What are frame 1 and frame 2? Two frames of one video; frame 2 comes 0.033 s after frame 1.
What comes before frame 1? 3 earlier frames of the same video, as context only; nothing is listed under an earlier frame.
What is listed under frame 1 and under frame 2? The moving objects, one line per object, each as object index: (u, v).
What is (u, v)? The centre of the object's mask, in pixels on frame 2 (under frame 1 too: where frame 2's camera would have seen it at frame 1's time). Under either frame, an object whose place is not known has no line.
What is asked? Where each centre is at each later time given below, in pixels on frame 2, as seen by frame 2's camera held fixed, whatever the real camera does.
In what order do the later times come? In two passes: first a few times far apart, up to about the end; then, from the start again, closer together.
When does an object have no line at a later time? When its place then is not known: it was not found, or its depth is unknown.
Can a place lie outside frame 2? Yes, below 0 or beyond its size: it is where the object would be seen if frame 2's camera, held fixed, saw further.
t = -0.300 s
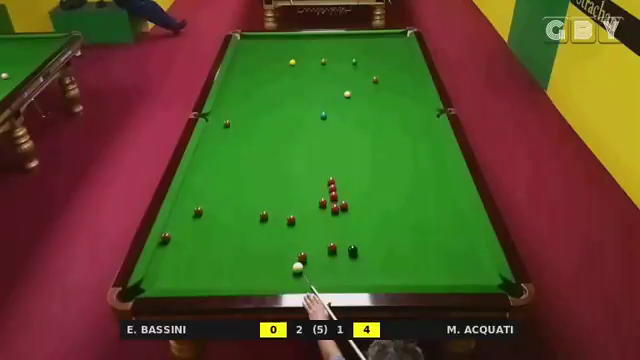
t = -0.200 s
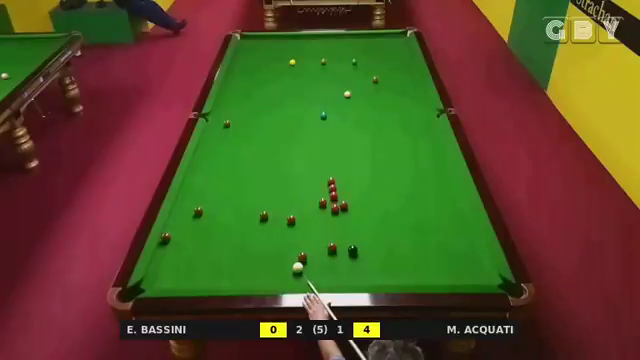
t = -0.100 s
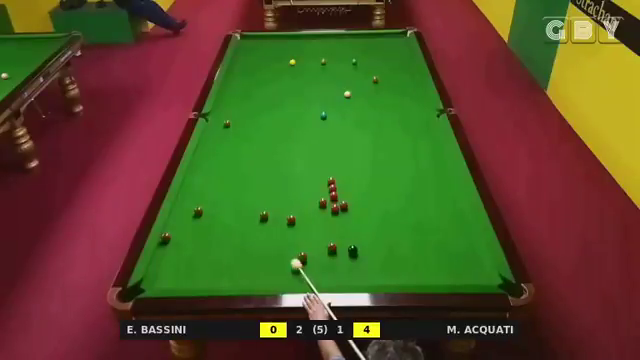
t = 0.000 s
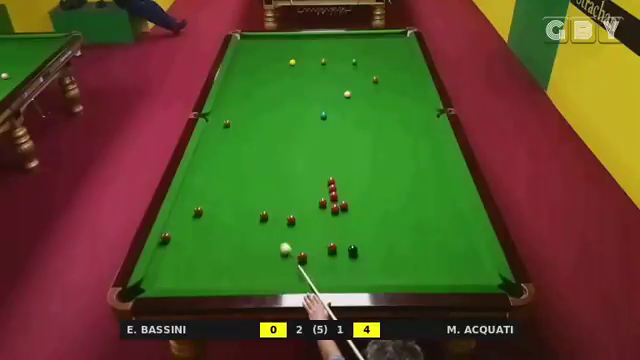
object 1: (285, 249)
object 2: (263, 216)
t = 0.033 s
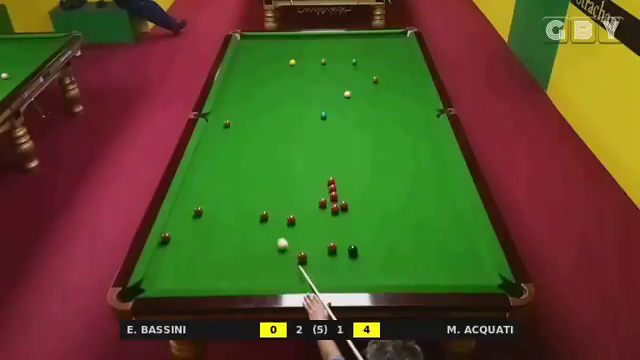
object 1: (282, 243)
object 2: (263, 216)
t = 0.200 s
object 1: (267, 221)
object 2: (263, 214)
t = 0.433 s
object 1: (260, 216)
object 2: (252, 195)
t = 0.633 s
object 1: (254, 211)
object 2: (245, 182)
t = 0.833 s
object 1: (249, 206)
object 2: (238, 169)
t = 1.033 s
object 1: (244, 202)
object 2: (232, 158)
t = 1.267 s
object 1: (239, 198)
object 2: (225, 147)
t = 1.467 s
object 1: (235, 195)
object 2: (220, 137)
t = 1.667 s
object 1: (231, 193)
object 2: (216, 129)
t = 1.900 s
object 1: (227, 190)
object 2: (210, 119)
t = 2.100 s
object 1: (225, 188)
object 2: (212, 115)
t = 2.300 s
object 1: (222, 186)
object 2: (220, 118)
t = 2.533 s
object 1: (219, 185)
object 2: (231, 119)
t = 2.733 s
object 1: (218, 184)
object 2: (238, 122)
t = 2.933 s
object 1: (216, 183)
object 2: (246, 124)
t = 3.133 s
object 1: (215, 182)
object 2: (254, 126)
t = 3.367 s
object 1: (214, 182)
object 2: (262, 128)
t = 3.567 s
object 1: (214, 182)
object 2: (269, 129)
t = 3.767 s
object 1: (214, 182)
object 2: (275, 131)
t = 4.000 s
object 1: (214, 182)
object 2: (282, 132)
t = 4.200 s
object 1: (214, 182)
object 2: (287, 134)
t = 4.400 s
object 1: (214, 182)
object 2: (293, 135)
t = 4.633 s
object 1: (214, 182)
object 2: (298, 136)
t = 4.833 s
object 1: (214, 182)
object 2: (302, 137)
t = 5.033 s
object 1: (214, 182)
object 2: (306, 138)
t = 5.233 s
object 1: (214, 182)
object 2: (309, 139)
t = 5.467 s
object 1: (214, 182)
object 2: (313, 140)
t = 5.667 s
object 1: (214, 182)
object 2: (316, 140)
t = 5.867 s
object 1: (214, 182)
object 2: (318, 141)
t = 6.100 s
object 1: (214, 182)
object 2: (320, 141)
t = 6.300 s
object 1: (214, 182)
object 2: (321, 141)
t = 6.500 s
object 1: (214, 182)
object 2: (322, 141)
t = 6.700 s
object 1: (214, 182)
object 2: (322, 141)
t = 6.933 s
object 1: (214, 182)
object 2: (322, 141)
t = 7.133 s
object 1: (215, 182)
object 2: (322, 141)
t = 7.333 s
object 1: (214, 182)
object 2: (322, 141)
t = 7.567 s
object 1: (214, 182)
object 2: (322, 142)
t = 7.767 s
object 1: (214, 182)
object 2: (322, 142)
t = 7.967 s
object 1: (214, 182)
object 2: (322, 142)
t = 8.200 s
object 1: (214, 182)
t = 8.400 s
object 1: (214, 182)
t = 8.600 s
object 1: (214, 182)
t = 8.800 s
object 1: (214, 182)
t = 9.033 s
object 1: (214, 182)
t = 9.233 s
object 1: (215, 182)
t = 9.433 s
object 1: (214, 182)
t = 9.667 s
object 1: (214, 182)
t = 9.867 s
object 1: (214, 182)
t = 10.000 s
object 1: (215, 182)
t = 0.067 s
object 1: (279, 239)
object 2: (264, 216)
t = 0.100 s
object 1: (276, 234)
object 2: (263, 216)
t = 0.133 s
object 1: (273, 230)
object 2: (263, 216)
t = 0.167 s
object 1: (270, 225)
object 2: (263, 216)
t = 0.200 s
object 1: (267, 221)
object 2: (263, 214)
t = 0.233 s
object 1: (266, 220)
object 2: (262, 212)
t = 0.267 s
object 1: (265, 220)
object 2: (260, 210)
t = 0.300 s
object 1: (264, 219)
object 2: (258, 206)
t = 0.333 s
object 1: (263, 218)
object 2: (257, 203)
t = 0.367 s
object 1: (262, 218)
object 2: (255, 200)
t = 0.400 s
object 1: (261, 217)
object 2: (254, 198)
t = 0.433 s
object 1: (260, 216)
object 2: (252, 195)
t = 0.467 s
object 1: (259, 215)
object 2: (251, 193)
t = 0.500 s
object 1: (258, 214)
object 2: (250, 190)
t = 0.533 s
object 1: (257, 213)
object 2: (249, 188)
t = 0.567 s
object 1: (256, 213)
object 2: (247, 186)
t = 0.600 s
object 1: (255, 212)
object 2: (246, 183)
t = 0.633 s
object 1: (254, 211)
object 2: (245, 182)
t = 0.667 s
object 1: (254, 210)
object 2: (244, 179)
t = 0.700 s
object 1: (253, 209)
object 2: (243, 177)
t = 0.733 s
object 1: (252, 209)
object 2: (242, 175)
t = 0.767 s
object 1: (251, 208)
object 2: (240, 173)
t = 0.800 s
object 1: (250, 207)
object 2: (239, 171)
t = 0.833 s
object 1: (249, 206)
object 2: (238, 169)
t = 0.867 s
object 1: (248, 206)
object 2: (237, 167)
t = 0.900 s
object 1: (248, 205)
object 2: (236, 165)
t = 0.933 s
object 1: (247, 204)
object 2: (235, 163)
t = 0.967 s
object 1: (246, 204)
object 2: (234, 162)
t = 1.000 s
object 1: (245, 203)
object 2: (233, 160)
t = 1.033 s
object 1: (244, 202)
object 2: (232, 158)
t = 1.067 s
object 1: (244, 202)
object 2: (231, 156)
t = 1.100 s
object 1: (243, 201)
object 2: (230, 155)
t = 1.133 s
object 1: (242, 201)
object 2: (229, 153)
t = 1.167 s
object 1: (241, 200)
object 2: (228, 151)
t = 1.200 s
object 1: (241, 199)
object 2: (227, 149)
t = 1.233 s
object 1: (240, 199)
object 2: (226, 148)
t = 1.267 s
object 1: (239, 198)
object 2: (225, 147)
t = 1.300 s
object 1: (238, 198)
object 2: (225, 145)
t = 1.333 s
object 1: (238, 197)
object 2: (223, 143)
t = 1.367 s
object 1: (237, 196)
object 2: (223, 141)
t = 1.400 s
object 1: (236, 196)
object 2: (222, 140)
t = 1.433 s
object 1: (236, 195)
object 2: (221, 138)
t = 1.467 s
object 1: (235, 195)
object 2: (220, 137)
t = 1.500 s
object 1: (234, 195)
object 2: (219, 136)
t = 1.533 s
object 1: (234, 194)
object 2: (219, 134)
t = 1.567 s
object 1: (233, 194)
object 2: (218, 133)
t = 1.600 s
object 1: (233, 193)
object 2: (217, 132)
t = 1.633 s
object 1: (232, 193)
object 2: (216, 130)
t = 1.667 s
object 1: (231, 193)
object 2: (216, 129)
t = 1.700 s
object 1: (231, 192)
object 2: (215, 127)
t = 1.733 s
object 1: (230, 192)
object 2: (214, 126)
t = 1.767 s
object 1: (229, 191)
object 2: (213, 125)
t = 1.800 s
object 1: (229, 191)
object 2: (212, 124)
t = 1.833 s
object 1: (228, 191)
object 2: (212, 122)
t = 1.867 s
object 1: (228, 190)
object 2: (211, 121)
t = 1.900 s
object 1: (227, 190)
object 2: (210, 119)
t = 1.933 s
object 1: (227, 190)
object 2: (210, 118)
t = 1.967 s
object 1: (226, 189)
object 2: (209, 117)
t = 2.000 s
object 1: (226, 189)
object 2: (209, 116)
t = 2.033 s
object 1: (225, 188)
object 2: (209, 115)
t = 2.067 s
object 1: (225, 188)
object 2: (210, 115)
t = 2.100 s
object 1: (225, 188)
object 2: (212, 115)
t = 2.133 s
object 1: (224, 188)
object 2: (213, 116)
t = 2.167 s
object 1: (224, 187)
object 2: (215, 116)
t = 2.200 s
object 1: (223, 187)
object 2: (216, 116)
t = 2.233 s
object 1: (223, 187)
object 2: (218, 117)
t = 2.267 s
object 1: (222, 186)
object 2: (219, 117)
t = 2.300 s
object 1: (222, 186)
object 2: (220, 118)
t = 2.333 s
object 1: (221, 186)
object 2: (221, 118)
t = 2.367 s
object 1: (221, 186)
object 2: (223, 118)
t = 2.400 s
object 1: (221, 185)
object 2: (224, 118)
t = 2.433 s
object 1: (220, 185)
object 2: (225, 118)
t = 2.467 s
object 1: (220, 185)
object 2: (227, 118)
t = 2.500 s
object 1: (220, 185)
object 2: (230, 118)
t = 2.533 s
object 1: (219, 185)
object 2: (231, 119)
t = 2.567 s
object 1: (219, 185)
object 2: (232, 120)
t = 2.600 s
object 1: (219, 184)
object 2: (234, 121)
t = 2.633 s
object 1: (218, 184)
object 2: (235, 121)
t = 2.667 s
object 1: (218, 184)
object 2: (236, 121)
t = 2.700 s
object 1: (218, 184)
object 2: (237, 122)
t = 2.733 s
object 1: (218, 184)
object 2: (238, 122)
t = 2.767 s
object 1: (217, 184)
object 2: (239, 122)
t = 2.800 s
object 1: (217, 183)
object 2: (240, 122)
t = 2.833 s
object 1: (217, 183)
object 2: (242, 123)
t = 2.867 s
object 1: (217, 183)
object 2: (244, 123)
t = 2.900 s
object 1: (216, 183)
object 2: (245, 123)
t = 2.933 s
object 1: (216, 183)
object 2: (246, 124)
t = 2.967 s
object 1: (216, 183)
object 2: (248, 124)
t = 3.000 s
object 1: (216, 183)
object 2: (249, 125)
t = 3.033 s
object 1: (216, 183)
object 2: (250, 125)
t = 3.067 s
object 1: (215, 182)
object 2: (252, 125)
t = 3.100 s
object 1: (215, 182)
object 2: (253, 125)
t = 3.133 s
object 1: (215, 182)
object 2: (254, 126)
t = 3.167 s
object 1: (215, 182)
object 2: (255, 126)
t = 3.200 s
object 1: (215, 182)
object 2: (256, 126)
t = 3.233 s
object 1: (215, 182)
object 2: (257, 127)
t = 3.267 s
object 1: (215, 182)
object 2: (259, 127)
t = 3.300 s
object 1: (214, 182)
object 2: (260, 127)
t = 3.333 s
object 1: (214, 182)
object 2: (261, 128)
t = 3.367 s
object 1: (214, 182)
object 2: (262, 128)
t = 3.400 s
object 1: (214, 182)
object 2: (263, 128)
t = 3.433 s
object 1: (214, 182)
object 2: (264, 128)
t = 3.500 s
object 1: (214, 182)
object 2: (267, 129)
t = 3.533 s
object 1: (214, 182)
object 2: (268, 129)
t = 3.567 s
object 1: (214, 182)
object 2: (269, 129)
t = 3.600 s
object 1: (214, 182)
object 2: (270, 130)
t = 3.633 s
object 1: (214, 182)
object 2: (271, 130)
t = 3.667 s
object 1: (214, 182)
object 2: (272, 130)
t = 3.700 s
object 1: (214, 182)
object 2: (273, 131)
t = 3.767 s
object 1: (214, 182)
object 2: (275, 131)
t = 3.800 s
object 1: (214, 182)
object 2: (276, 131)
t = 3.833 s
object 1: (214, 182)
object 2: (277, 131)
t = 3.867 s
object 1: (214, 182)
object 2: (278, 132)
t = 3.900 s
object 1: (214, 182)
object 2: (279, 132)
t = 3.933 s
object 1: (214, 182)
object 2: (280, 132)
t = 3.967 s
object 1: (214, 182)
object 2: (281, 132)
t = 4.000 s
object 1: (214, 182)
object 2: (282, 132)
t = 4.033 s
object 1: (214, 182)
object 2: (283, 133)
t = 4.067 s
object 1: (214, 182)
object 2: (284, 133)
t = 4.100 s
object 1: (214, 182)
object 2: (285, 133)
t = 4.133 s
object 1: (214, 182)
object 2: (286, 134)
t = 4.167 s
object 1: (214, 182)
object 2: (286, 134)
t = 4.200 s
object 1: (214, 182)
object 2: (287, 134)
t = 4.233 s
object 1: (214, 182)
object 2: (288, 134)
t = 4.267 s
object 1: (214, 182)
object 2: (289, 134)
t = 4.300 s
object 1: (214, 182)
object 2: (290, 135)
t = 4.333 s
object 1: (214, 182)
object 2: (291, 135)
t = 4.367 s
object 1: (214, 182)
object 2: (292, 135)
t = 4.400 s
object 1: (214, 182)
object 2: (293, 135)
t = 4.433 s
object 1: (214, 182)
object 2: (293, 135)
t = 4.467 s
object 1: (214, 182)
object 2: (294, 136)
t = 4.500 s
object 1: (214, 182)
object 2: (295, 136)
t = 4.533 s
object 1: (214, 182)
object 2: (295, 136)
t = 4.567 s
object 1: (214, 182)
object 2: (296, 136)
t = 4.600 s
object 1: (214, 182)
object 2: (297, 136)
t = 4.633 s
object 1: (214, 182)
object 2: (298, 136)
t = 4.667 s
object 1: (214, 182)
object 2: (299, 137)
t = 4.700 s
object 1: (214, 182)
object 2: (300, 137)
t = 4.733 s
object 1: (214, 182)
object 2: (300, 137)
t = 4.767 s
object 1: (214, 182)
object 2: (301, 137)
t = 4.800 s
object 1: (214, 182)
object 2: (301, 137)
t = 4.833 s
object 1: (214, 182)
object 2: (302, 137)
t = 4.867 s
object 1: (214, 182)
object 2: (303, 137)
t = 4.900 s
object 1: (214, 182)
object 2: (304, 138)
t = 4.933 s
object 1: (214, 182)
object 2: (304, 138)
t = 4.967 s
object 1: (214, 182)
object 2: (305, 138)
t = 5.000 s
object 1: (214, 182)
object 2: (305, 138)
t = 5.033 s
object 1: (214, 182)
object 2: (306, 138)
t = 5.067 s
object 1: (214, 182)
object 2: (307, 139)
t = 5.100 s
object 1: (214, 182)
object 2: (307, 139)
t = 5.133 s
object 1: (214, 182)
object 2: (308, 139)
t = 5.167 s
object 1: (214, 182)
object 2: (308, 139)
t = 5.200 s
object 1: (214, 182)
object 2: (309, 139)
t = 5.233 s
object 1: (214, 182)
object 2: (309, 139)
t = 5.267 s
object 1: (214, 182)
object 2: (310, 139)
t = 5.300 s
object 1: (214, 182)
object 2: (311, 139)
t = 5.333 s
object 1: (214, 182)
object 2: (311, 140)
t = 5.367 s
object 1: (214, 182)
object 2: (312, 140)
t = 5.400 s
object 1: (214, 182)
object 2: (312, 140)
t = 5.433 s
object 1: (214, 182)
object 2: (313, 139)
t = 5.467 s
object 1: (214, 182)
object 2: (313, 140)
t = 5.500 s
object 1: (214, 182)
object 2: (313, 140)
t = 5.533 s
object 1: (214, 182)
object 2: (314, 140)
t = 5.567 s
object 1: (214, 182)
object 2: (315, 140)
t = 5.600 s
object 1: (214, 182)
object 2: (315, 140)
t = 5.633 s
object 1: (214, 182)
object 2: (315, 140)
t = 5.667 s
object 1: (214, 182)
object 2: (316, 140)
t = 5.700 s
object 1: (214, 182)
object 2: (316, 140)
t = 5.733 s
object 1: (214, 182)
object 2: (316, 141)
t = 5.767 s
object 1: (214, 182)
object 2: (317, 141)
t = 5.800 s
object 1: (214, 182)
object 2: (317, 141)
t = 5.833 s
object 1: (214, 182)
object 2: (317, 141)
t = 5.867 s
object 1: (214, 182)
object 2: (318, 141)
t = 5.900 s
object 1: (214, 182)
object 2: (318, 141)
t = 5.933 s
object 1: (214, 182)
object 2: (318, 141)
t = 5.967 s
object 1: (214, 182)
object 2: (319, 141)
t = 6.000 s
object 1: (214, 182)
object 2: (319, 141)
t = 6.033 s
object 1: (214, 182)
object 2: (319, 141)
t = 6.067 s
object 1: (214, 182)
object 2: (320, 141)
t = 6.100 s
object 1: (214, 182)
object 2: (320, 141)
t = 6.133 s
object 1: (214, 182)
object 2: (320, 141)
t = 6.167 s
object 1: (214, 182)
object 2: (320, 141)
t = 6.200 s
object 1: (214, 182)
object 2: (320, 141)
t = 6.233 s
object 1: (214, 182)
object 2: (321, 141)
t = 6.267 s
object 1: (214, 182)
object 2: (321, 141)
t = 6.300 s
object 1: (214, 182)
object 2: (321, 141)
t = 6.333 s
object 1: (214, 182)
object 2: (321, 141)
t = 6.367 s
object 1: (214, 182)
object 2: (321, 141)
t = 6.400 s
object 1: (214, 182)
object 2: (321, 141)
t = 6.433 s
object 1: (214, 182)
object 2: (322, 141)
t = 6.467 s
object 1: (214, 182)
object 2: (322, 141)
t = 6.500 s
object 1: (214, 182)
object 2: (322, 141)
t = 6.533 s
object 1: (214, 182)
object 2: (322, 141)
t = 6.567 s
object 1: (214, 182)
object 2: (322, 141)
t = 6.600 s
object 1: (214, 182)
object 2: (322, 141)
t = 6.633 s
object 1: (214, 182)
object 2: (322, 141)
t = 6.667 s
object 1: (214, 182)
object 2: (322, 141)
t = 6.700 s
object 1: (214, 182)
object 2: (322, 141)
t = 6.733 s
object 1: (214, 182)
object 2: (322, 141)
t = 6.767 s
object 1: (215, 182)
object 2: (322, 141)
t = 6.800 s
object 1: (215, 182)
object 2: (322, 141)
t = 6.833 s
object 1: (215, 182)
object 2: (322, 141)
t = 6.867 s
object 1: (215, 182)
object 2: (322, 141)
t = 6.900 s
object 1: (214, 182)
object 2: (322, 141)
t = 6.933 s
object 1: (214, 182)
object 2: (322, 141)
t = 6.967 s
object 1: (215, 182)
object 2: (322, 141)
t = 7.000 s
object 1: (215, 182)
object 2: (322, 141)
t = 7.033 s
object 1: (214, 182)
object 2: (322, 141)
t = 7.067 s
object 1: (214, 182)
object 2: (322, 141)
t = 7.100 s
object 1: (214, 182)
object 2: (322, 141)
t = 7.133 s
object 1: (215, 182)
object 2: (322, 141)
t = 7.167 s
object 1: (214, 182)
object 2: (322, 141)
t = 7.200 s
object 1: (214, 182)
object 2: (322, 141)
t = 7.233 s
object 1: (214, 182)
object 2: (322, 141)
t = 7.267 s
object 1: (214, 182)
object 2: (322, 141)
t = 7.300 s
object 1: (214, 182)
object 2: (322, 141)
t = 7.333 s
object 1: (214, 182)
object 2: (322, 141)
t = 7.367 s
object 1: (214, 182)
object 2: (322, 141)
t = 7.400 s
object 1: (214, 182)
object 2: (322, 142)
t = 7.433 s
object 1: (214, 182)
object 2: (322, 142)
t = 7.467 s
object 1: (214, 182)
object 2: (322, 142)
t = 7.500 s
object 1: (214, 182)
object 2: (322, 142)
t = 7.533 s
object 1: (214, 182)
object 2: (322, 142)
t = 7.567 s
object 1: (214, 182)
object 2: (322, 142)
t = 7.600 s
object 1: (214, 182)
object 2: (322, 142)
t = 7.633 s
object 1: (214, 182)
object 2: (322, 142)
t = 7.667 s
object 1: (214, 182)
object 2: (322, 142)
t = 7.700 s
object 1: (214, 182)
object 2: (322, 142)
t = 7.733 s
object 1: (214, 182)
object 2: (322, 142)
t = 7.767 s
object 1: (214, 182)
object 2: (322, 142)
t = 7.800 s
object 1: (214, 182)
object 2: (322, 142)
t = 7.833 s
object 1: (214, 182)
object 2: (322, 142)
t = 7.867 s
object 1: (214, 182)
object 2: (322, 142)
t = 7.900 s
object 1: (214, 182)
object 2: (322, 142)
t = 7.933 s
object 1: (214, 182)
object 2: (322, 142)
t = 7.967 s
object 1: (214, 182)
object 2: (322, 142)
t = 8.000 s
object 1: (214, 182)
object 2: (322, 142)
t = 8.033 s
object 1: (214, 182)
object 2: (322, 142)
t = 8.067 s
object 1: (214, 182)
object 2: (322, 142)
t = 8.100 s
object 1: (214, 182)
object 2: (322, 142)
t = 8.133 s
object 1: (214, 182)
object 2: (322, 142)
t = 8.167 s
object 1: (214, 182)
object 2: (322, 142)
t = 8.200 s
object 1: (214, 182)
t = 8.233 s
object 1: (214, 182)
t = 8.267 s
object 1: (214, 182)
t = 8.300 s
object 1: (214, 182)
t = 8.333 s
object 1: (214, 182)
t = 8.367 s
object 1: (214, 182)
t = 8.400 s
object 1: (214, 182)
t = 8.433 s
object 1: (214, 182)
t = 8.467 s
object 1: (214, 182)
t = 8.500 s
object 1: (214, 182)
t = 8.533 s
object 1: (214, 182)
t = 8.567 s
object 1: (214, 182)
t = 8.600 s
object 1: (214, 182)
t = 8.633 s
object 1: (214, 182)
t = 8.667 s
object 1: (214, 182)
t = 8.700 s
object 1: (214, 182)
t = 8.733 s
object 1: (214, 182)
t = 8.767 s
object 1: (214, 182)
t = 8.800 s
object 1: (214, 182)
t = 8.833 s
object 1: (214, 182)
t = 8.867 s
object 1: (214, 182)
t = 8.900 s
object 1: (214, 182)
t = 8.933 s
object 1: (214, 182)
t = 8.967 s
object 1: (214, 182)
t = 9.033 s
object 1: (214, 182)
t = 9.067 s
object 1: (214, 182)
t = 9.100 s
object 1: (214, 182)
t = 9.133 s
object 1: (214, 182)
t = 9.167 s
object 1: (214, 182)
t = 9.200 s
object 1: (214, 182)
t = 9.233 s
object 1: (215, 182)
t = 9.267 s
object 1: (215, 182)
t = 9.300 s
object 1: (214, 182)
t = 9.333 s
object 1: (215, 182)
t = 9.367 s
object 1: (215, 182)
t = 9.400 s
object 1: (215, 182)
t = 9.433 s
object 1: (214, 182)
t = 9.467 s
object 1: (214, 182)
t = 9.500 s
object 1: (214, 182)
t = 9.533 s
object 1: (214, 182)
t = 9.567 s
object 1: (215, 182)
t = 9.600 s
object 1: (214, 182)
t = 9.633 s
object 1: (214, 182)
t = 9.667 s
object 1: (214, 182)
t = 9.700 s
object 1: (214, 182)
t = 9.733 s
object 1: (214, 182)
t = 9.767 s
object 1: (214, 182)
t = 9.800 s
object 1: (214, 182)
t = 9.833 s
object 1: (215, 182)
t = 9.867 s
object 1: (214, 182)
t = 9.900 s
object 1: (214, 182)
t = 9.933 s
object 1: (215, 182)
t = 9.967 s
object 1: (215, 182)
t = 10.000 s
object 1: (215, 182)
